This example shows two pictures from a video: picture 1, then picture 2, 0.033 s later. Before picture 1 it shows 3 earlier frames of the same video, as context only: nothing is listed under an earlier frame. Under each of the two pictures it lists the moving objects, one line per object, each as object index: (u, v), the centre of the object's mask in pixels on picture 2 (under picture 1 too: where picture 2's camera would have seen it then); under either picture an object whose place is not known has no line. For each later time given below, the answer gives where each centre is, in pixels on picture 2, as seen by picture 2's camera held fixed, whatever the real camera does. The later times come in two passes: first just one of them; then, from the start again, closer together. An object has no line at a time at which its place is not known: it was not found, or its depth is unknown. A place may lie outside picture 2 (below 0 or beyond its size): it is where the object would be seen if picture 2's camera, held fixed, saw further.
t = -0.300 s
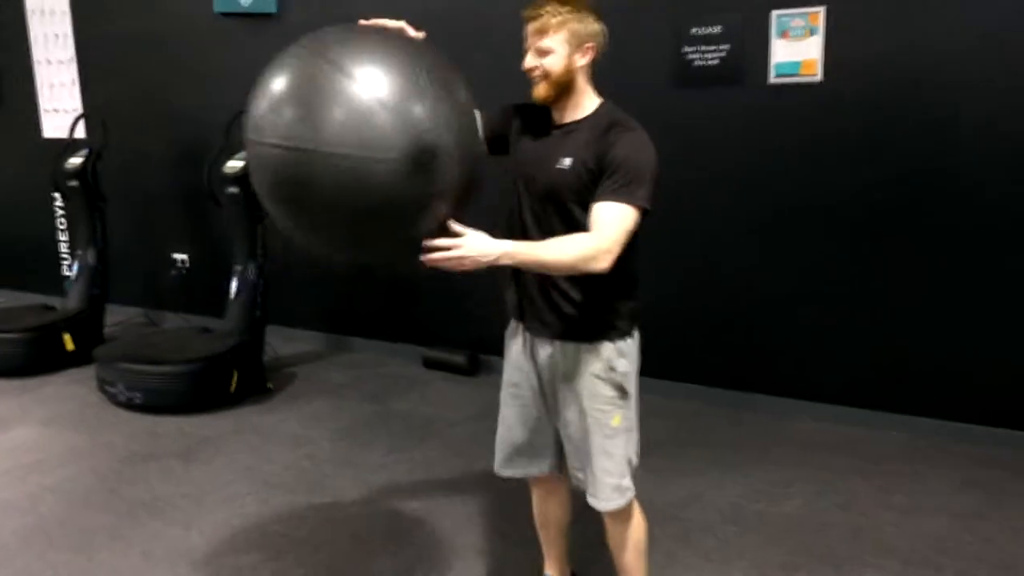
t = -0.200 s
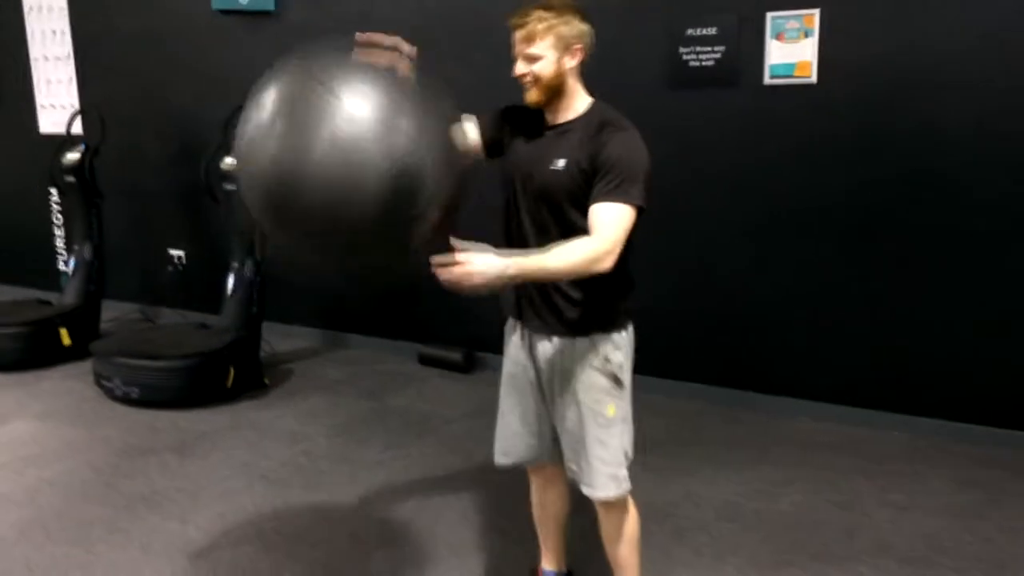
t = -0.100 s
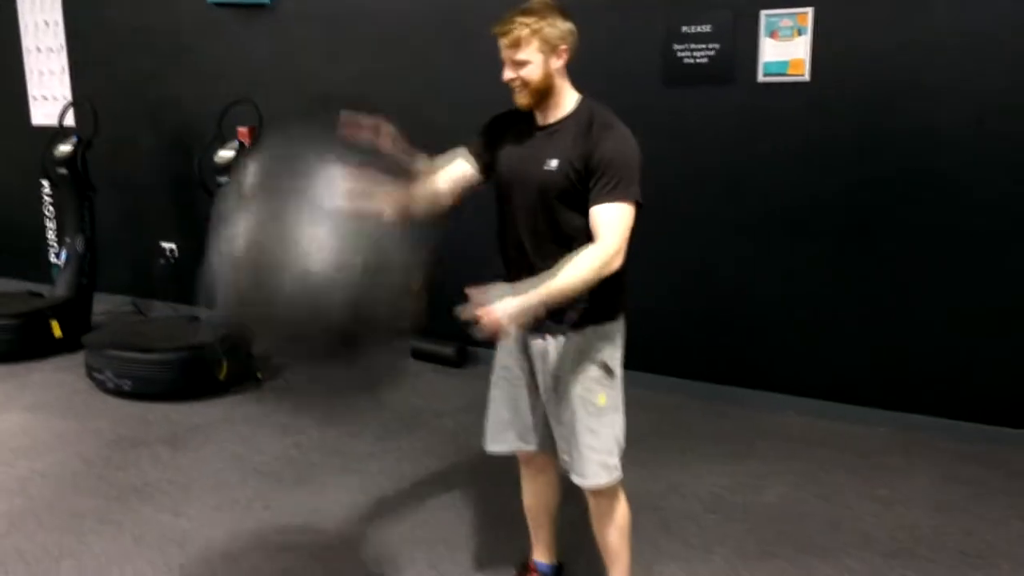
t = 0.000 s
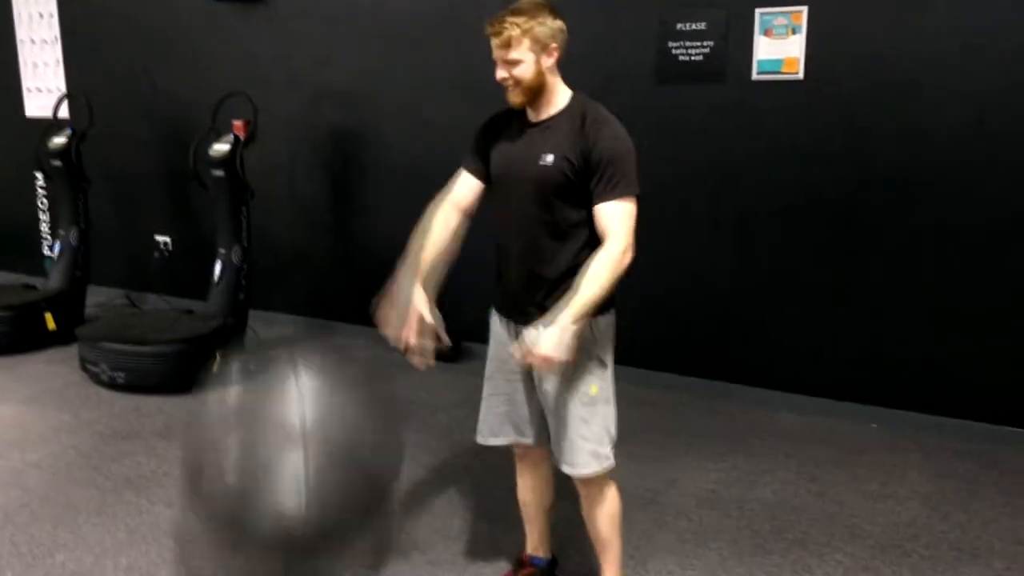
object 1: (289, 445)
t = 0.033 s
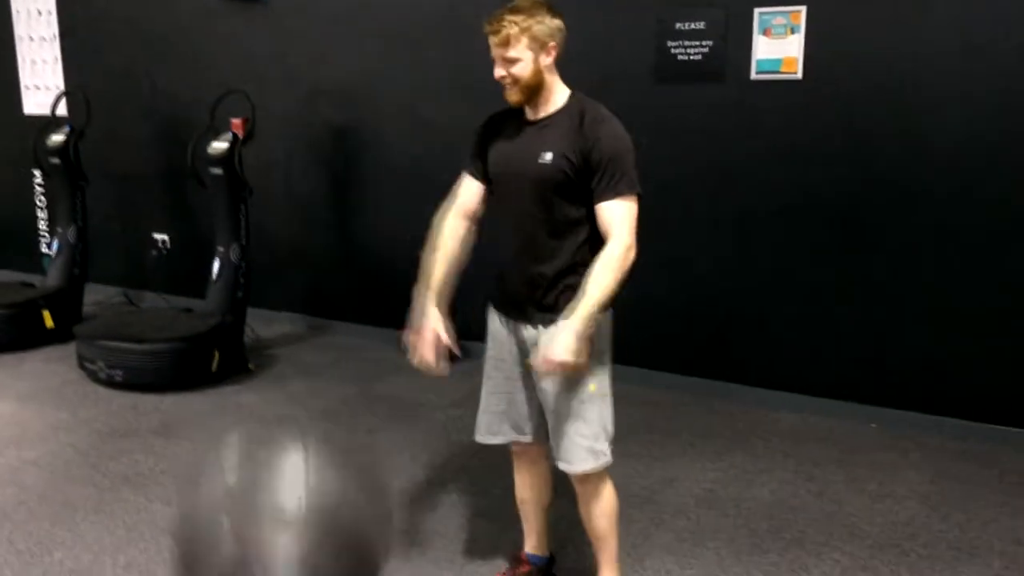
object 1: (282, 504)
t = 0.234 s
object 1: (246, 360)
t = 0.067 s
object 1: (275, 535)
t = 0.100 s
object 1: (269, 523)
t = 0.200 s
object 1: (248, 420)
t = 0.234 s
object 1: (246, 360)
